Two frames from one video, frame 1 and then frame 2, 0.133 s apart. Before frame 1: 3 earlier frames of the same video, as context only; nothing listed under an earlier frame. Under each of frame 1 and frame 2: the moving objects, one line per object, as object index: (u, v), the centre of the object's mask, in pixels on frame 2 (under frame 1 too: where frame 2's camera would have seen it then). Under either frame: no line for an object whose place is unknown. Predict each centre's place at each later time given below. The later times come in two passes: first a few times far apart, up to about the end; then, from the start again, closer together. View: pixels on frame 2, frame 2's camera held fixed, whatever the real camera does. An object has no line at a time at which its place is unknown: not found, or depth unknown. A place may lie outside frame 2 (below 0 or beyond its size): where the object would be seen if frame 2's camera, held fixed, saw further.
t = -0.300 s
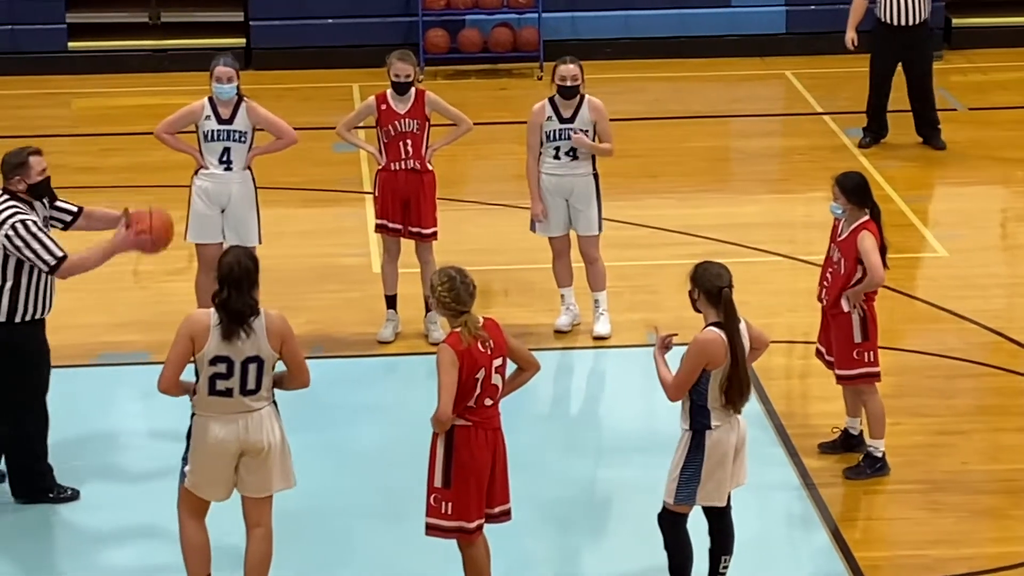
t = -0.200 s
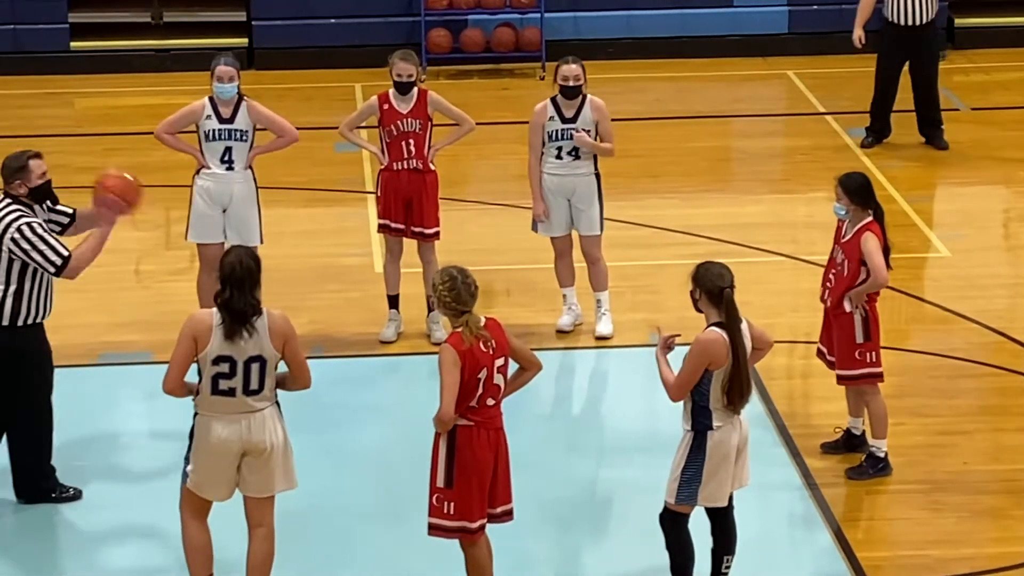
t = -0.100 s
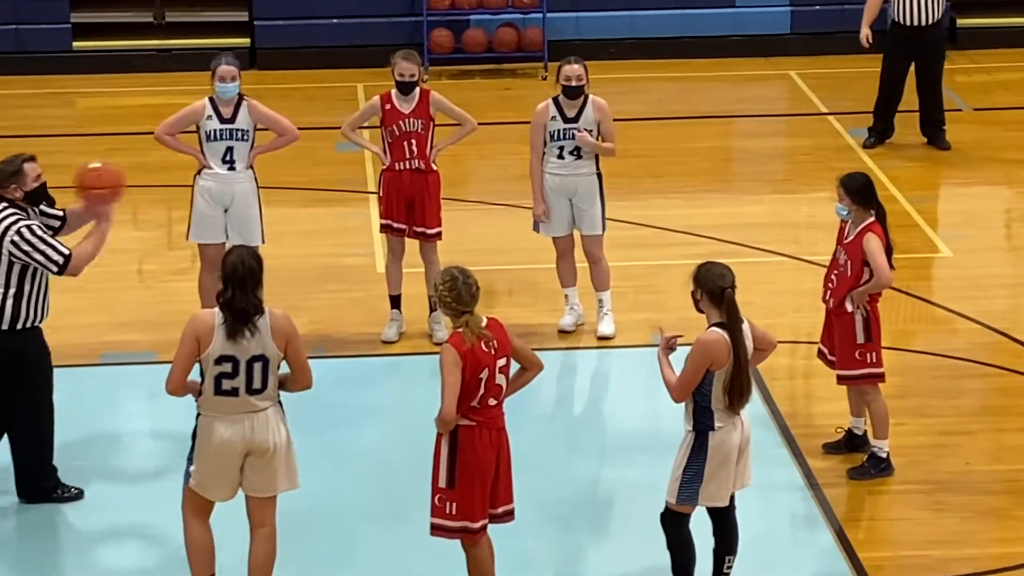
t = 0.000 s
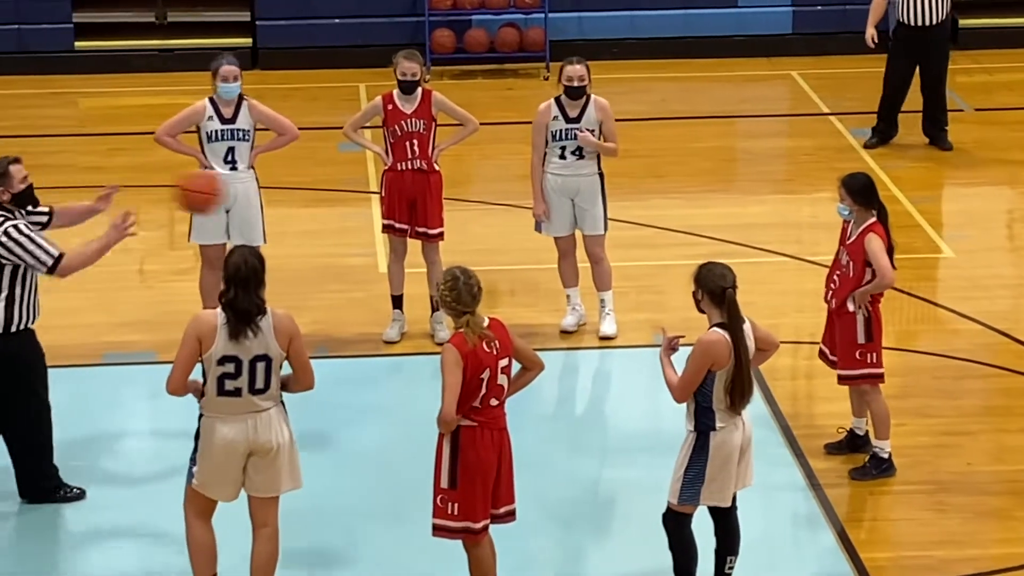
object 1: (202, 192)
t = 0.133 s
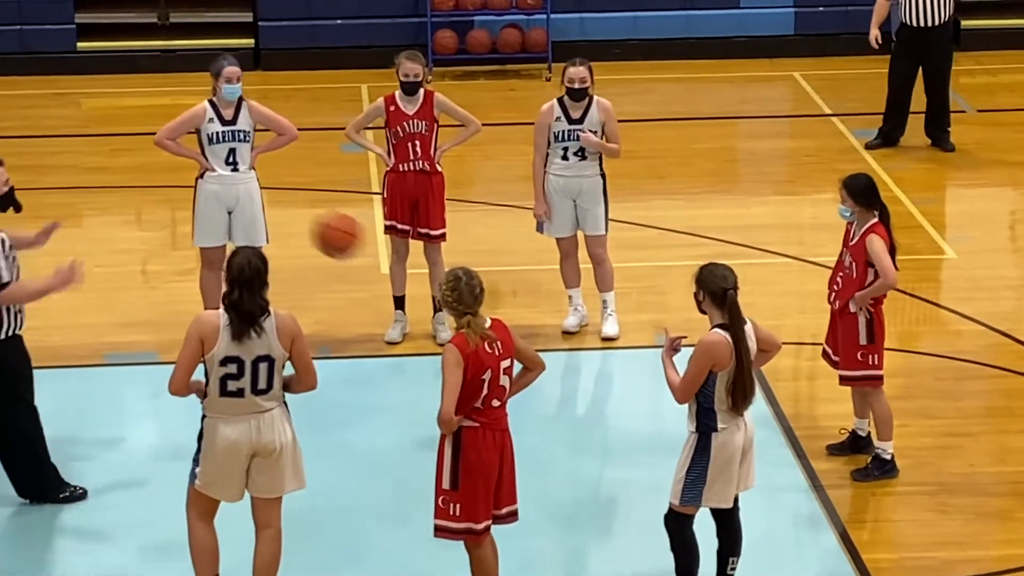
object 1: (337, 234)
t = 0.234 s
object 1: (428, 288)
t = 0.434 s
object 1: (622, 446)
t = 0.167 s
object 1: (368, 250)
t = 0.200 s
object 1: (403, 268)
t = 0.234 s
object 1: (428, 288)
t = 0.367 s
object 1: (563, 388)
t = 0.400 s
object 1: (593, 417)
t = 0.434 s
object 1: (622, 446)
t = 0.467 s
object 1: (645, 436)
